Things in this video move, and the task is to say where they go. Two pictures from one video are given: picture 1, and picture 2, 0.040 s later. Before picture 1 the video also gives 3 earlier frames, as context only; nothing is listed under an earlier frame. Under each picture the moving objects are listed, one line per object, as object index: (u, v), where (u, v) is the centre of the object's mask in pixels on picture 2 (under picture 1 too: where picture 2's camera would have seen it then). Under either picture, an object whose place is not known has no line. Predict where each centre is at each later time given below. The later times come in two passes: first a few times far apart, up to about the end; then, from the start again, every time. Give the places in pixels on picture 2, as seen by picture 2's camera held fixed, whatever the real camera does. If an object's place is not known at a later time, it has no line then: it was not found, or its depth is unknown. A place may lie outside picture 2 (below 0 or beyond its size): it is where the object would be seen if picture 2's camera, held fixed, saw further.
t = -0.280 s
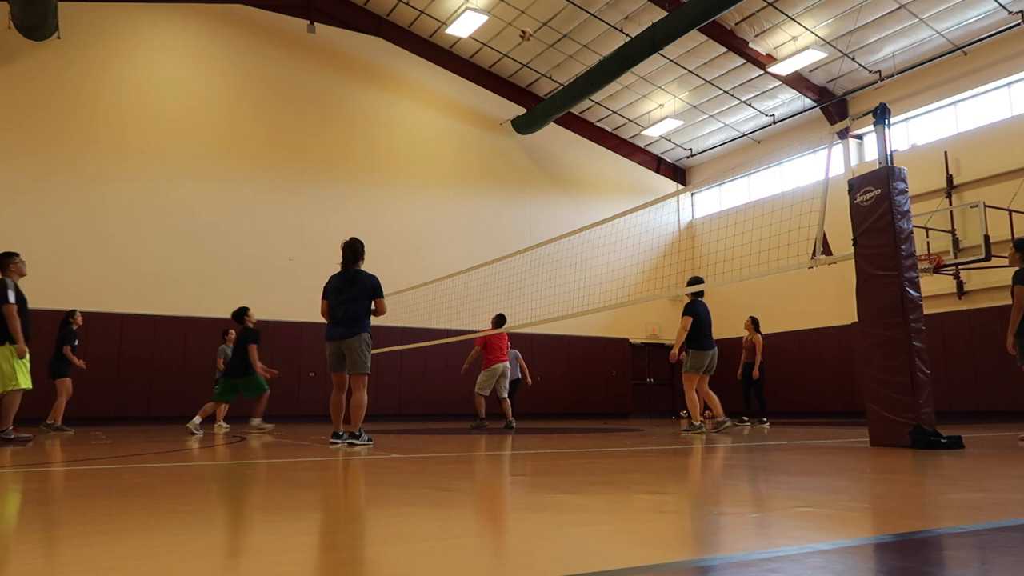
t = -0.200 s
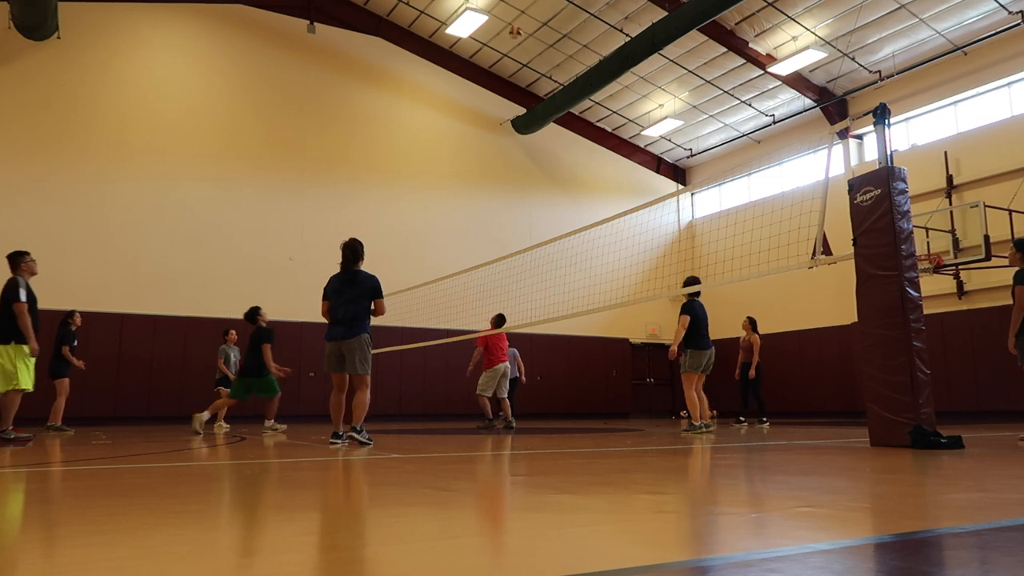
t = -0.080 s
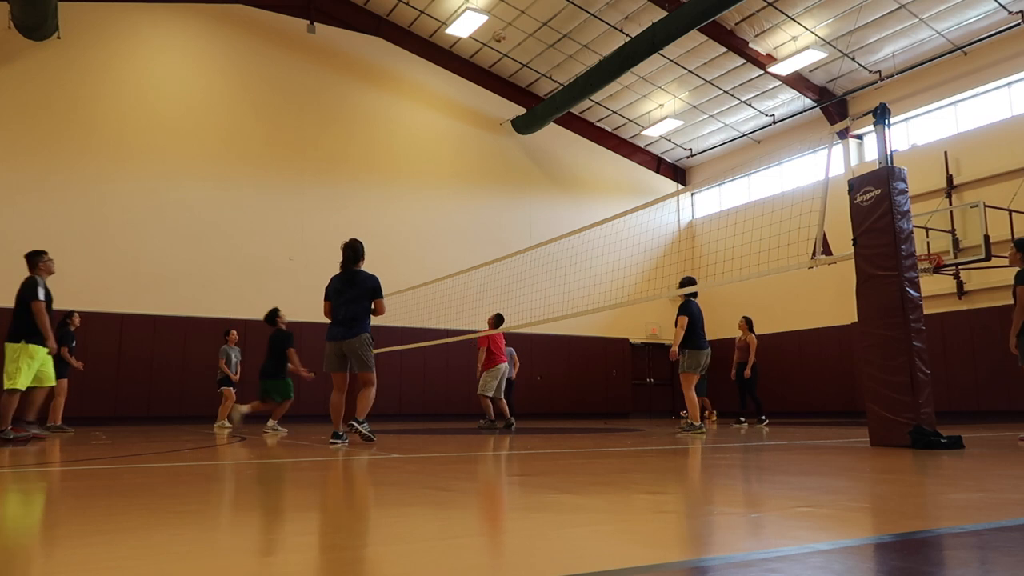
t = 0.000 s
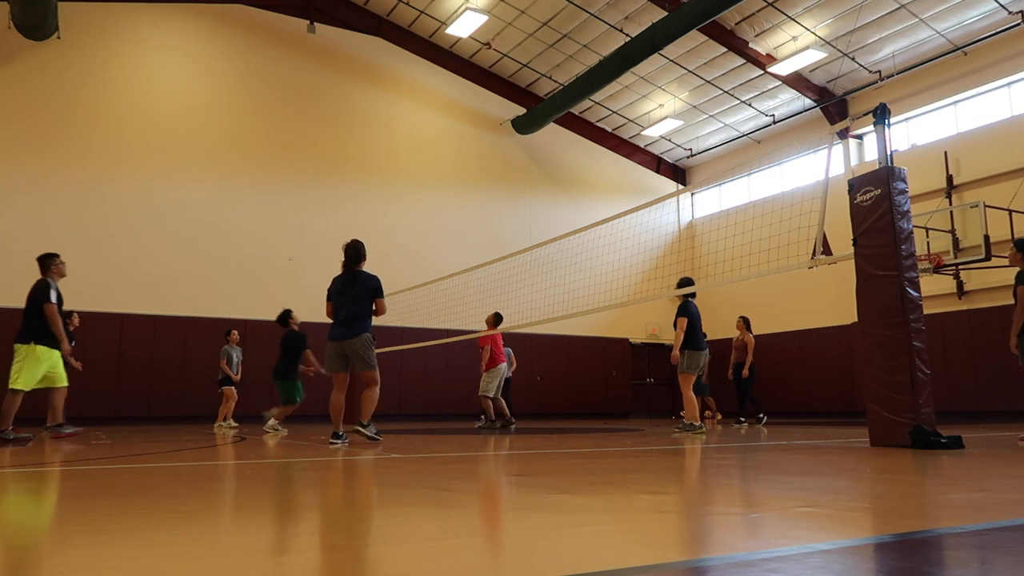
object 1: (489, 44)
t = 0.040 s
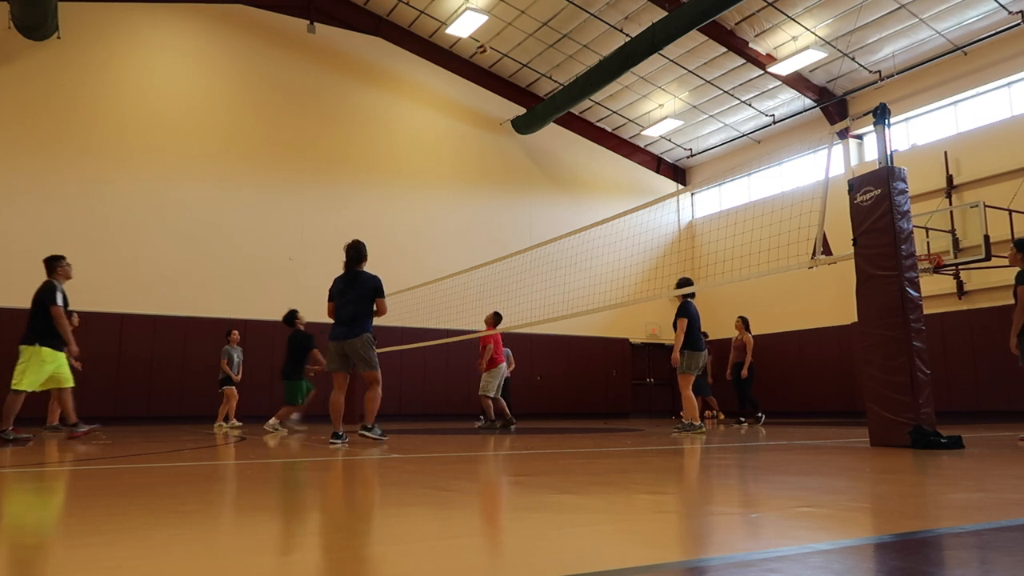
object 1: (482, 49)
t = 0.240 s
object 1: (454, 88)
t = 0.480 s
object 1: (420, 171)
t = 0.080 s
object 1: (477, 53)
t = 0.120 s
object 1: (472, 61)
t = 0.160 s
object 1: (467, 68)
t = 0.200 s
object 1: (462, 76)
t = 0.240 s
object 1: (454, 88)
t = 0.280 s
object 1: (449, 98)
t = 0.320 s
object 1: (443, 110)
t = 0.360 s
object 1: (437, 123)
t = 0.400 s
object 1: (432, 138)
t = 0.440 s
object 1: (426, 153)
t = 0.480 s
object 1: (420, 171)
